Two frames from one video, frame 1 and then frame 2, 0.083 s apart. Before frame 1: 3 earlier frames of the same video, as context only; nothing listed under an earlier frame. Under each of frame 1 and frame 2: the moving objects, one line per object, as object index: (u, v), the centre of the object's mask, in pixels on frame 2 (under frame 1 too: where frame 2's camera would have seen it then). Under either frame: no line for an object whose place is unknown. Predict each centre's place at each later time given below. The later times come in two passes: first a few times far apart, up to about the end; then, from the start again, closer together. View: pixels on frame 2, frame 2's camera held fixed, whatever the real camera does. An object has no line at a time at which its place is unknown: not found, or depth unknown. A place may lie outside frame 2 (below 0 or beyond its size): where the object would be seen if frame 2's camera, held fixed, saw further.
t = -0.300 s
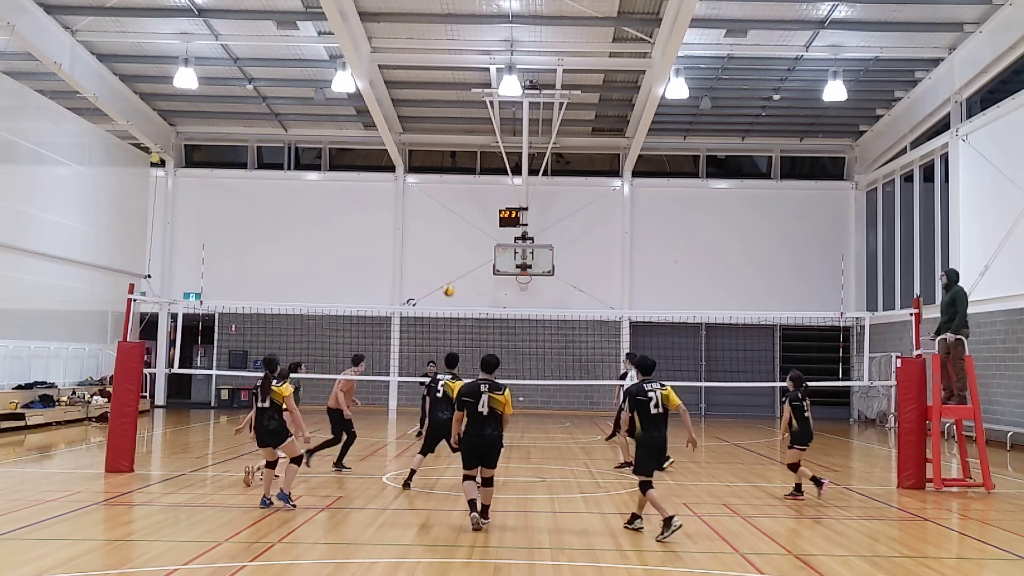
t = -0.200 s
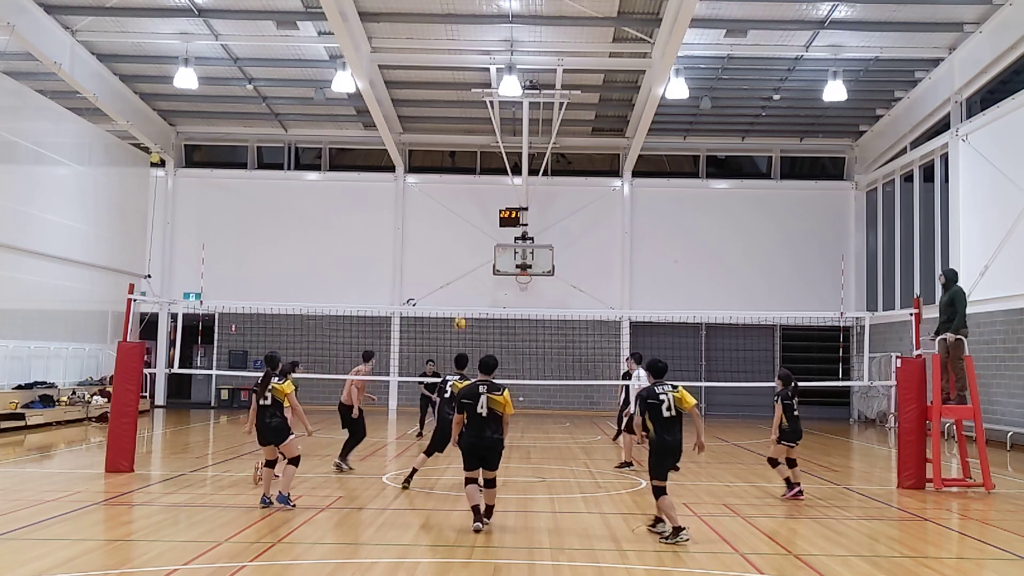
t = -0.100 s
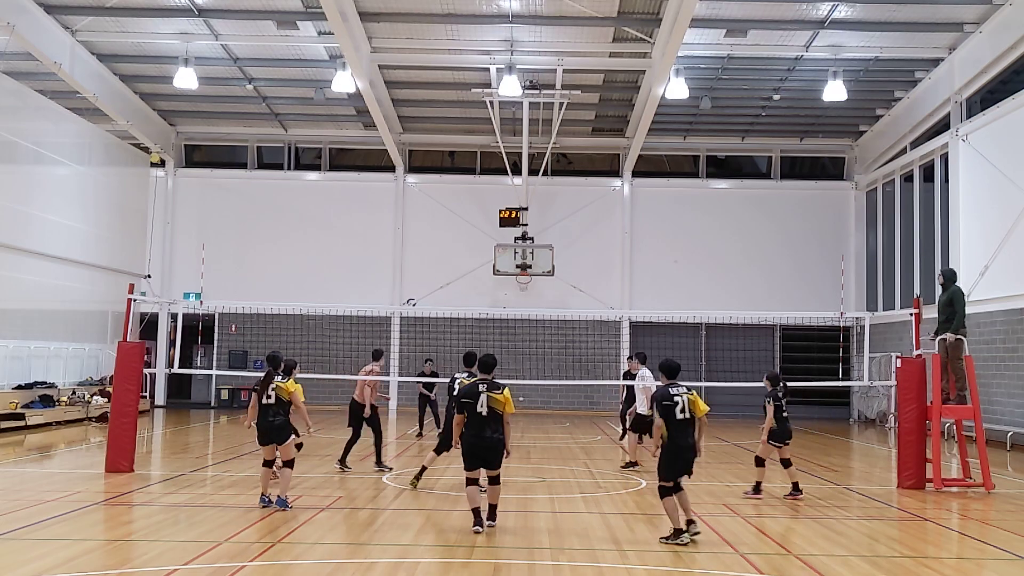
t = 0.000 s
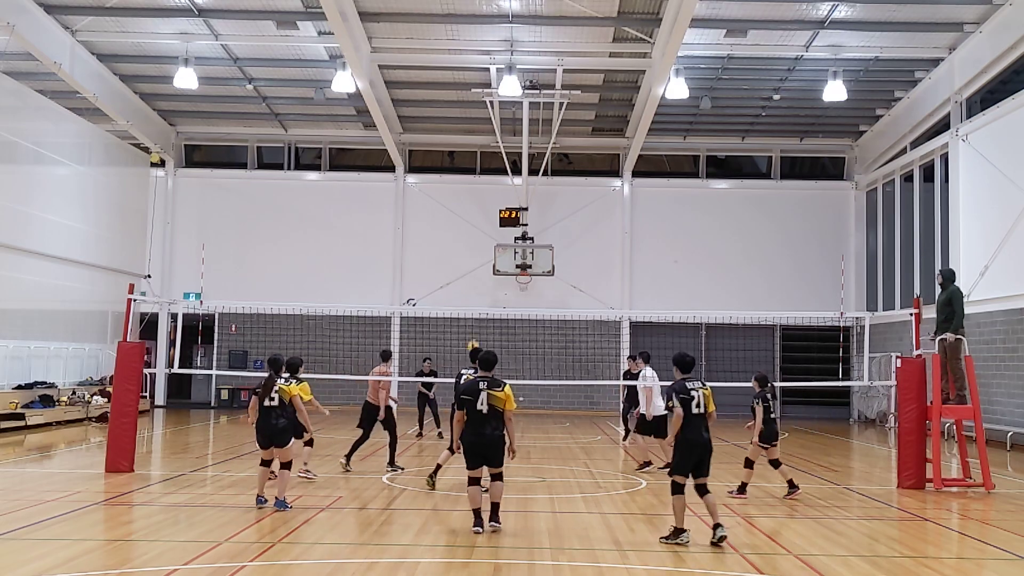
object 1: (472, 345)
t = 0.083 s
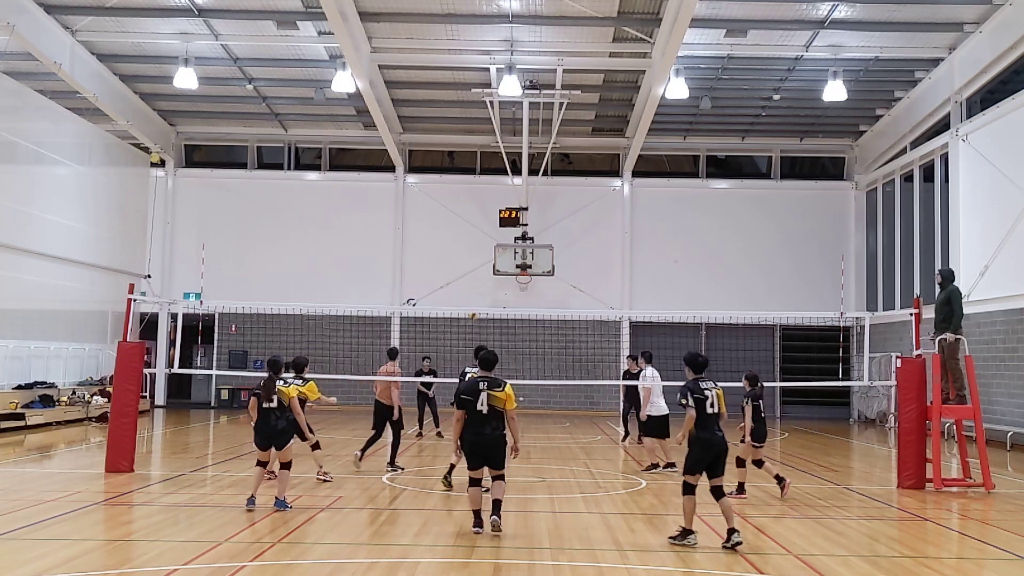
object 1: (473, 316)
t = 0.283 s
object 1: (473, 252)
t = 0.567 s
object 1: (472, 201)
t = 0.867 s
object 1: (471, 193)
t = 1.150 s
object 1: (468, 231)
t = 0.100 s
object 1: (473, 305)
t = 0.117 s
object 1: (473, 301)
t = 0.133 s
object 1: (473, 296)
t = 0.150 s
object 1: (473, 290)
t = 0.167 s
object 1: (473, 285)
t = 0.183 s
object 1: (473, 280)
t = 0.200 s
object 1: (473, 275)
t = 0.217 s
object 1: (473, 270)
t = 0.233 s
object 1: (473, 265)
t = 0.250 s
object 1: (473, 261)
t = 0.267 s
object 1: (473, 256)
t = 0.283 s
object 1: (473, 252)
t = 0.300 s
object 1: (472, 248)
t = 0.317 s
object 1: (472, 244)
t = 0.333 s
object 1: (472, 240)
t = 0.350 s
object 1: (472, 236)
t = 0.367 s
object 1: (472, 232)
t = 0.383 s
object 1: (472, 230)
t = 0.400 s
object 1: (472, 226)
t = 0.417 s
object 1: (472, 223)
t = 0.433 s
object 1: (472, 220)
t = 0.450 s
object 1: (472, 217)
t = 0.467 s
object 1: (472, 214)
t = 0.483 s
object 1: (472, 211)
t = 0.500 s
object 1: (472, 209)
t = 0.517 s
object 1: (473, 206)
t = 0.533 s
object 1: (472, 204)
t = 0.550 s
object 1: (472, 202)
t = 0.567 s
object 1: (472, 201)
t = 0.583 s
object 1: (472, 199)
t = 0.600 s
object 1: (472, 197)
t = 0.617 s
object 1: (472, 196)
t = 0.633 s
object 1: (472, 195)
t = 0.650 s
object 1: (472, 193)
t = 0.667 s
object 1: (472, 192)
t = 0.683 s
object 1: (471, 192)
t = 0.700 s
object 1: (471, 191)
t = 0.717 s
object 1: (471, 190)
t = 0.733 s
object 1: (471, 190)
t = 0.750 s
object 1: (471, 189)
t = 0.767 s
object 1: (471, 189)
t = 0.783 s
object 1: (471, 189)
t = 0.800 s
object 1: (471, 190)
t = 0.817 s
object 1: (471, 190)
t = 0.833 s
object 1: (471, 191)
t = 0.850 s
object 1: (471, 192)
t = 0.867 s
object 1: (471, 193)
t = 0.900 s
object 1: (471, 195)
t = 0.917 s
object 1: (470, 196)
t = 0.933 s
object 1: (470, 198)
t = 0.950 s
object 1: (470, 200)
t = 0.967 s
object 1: (470, 201)
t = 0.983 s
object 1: (469, 203)
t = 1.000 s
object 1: (469, 205)
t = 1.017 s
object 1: (469, 208)
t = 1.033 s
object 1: (469, 210)
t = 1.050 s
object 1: (469, 213)
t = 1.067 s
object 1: (469, 215)
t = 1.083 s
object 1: (469, 218)
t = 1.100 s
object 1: (469, 221)
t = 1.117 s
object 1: (469, 224)
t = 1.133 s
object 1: (469, 228)
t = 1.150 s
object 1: (468, 231)
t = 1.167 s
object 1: (468, 235)
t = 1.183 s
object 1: (468, 239)
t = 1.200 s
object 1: (468, 243)
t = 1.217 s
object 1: (468, 247)
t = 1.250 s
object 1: (467, 256)
